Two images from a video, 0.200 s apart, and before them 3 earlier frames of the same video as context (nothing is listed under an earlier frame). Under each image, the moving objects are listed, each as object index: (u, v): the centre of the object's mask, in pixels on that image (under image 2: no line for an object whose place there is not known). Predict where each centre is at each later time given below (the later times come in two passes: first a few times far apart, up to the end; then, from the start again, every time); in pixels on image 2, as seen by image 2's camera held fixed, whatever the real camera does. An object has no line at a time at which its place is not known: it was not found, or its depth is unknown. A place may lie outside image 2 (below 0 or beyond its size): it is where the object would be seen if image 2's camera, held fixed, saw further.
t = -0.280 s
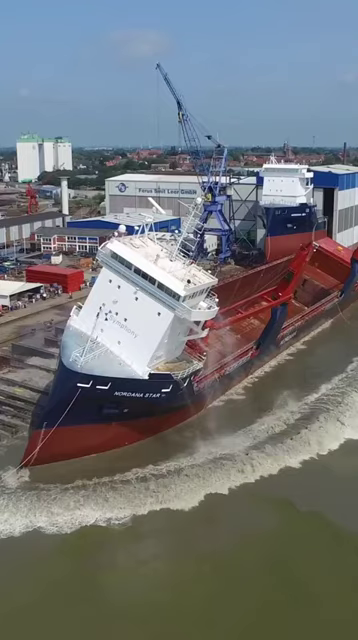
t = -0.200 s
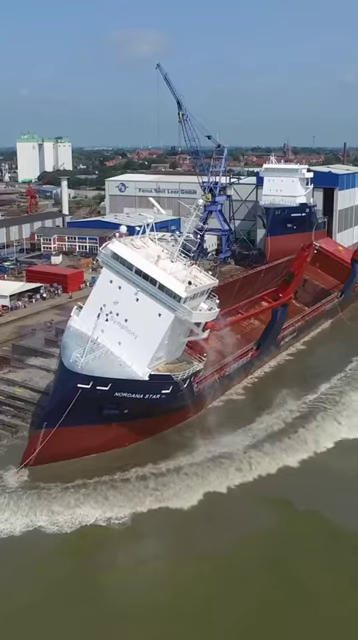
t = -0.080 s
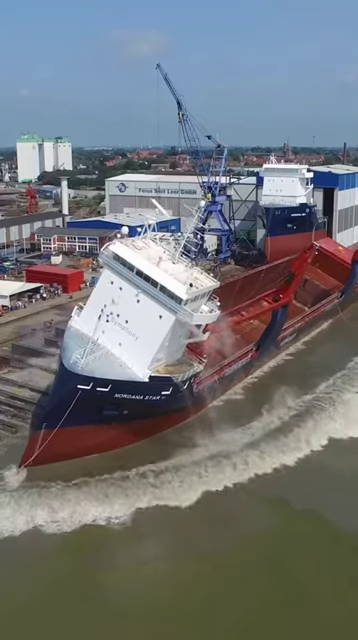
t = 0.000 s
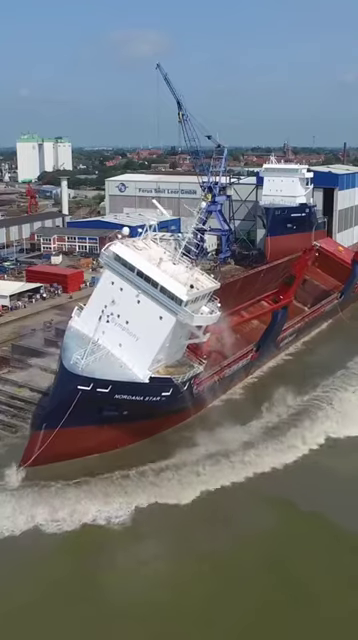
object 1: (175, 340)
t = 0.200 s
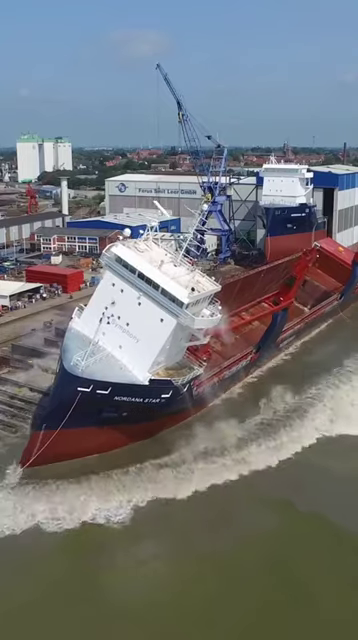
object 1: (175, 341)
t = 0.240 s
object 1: (175, 341)
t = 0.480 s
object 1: (174, 341)
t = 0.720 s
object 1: (174, 340)
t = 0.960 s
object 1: (173, 340)
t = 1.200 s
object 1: (173, 339)
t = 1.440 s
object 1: (171, 337)
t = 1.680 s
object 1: (169, 334)
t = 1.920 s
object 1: (165, 332)
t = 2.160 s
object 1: (160, 330)
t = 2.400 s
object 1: (153, 328)
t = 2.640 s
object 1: (148, 326)
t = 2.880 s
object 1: (141, 323)
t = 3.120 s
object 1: (132, 320)
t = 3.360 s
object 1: (129, 318)
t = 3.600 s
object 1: (125, 315)
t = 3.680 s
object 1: (124, 314)
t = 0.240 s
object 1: (175, 341)
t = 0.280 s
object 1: (175, 341)
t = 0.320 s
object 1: (175, 341)
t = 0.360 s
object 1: (175, 341)
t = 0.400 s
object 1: (174, 341)
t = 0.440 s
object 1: (174, 341)
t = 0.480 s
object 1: (174, 341)
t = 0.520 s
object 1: (174, 341)
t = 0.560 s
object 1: (174, 341)
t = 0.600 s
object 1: (174, 341)
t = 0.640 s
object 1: (174, 341)
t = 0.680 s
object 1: (174, 340)
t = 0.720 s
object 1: (174, 340)
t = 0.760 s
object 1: (174, 340)
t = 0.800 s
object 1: (174, 340)
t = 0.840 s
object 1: (173, 340)
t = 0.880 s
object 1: (173, 340)
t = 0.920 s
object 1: (173, 340)
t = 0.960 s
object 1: (173, 340)
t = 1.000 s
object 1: (173, 339)
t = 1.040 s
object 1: (173, 339)
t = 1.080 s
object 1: (173, 339)
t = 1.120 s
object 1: (173, 339)
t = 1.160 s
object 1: (173, 339)
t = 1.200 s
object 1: (173, 339)
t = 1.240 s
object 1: (172, 338)
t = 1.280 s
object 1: (172, 338)
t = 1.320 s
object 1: (172, 338)
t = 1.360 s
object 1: (172, 338)
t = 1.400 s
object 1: (172, 337)
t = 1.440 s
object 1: (171, 337)
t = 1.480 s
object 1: (171, 336)
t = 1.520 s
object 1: (171, 336)
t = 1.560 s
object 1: (171, 335)
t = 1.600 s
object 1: (170, 335)
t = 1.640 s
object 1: (170, 334)
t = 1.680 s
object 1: (169, 334)
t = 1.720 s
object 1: (169, 334)
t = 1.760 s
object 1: (168, 334)
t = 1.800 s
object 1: (167, 333)
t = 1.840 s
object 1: (166, 333)
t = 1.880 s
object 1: (166, 333)
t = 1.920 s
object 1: (165, 332)
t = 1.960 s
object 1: (165, 332)
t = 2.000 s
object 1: (164, 331)
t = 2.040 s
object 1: (163, 331)
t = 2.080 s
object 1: (162, 331)
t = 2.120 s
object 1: (161, 330)
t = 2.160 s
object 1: (160, 330)
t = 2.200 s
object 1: (159, 330)
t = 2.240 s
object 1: (158, 329)
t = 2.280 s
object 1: (157, 329)
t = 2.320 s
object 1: (156, 329)
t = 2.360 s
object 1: (155, 328)
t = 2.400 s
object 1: (153, 328)
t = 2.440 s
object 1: (152, 327)
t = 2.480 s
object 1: (151, 327)
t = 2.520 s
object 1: (150, 326)
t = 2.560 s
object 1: (149, 326)
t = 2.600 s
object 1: (150, 327)
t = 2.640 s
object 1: (148, 326)
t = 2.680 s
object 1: (147, 325)
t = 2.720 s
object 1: (147, 324)
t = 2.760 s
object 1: (143, 324)
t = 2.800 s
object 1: (141, 323)
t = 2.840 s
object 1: (141, 323)
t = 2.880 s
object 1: (141, 323)
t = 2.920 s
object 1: (137, 322)
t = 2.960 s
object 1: (136, 321)
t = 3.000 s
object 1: (135, 321)
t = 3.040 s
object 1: (134, 321)
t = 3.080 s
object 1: (134, 321)
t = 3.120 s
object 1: (132, 320)
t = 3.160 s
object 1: (132, 319)
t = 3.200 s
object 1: (131, 319)
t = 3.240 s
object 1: (130, 319)
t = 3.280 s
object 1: (130, 318)
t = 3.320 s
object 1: (129, 319)
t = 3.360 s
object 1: (129, 318)
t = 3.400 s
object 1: (128, 318)
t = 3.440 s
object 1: (128, 317)
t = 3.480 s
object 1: (126, 318)
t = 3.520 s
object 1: (126, 317)
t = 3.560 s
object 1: (125, 316)
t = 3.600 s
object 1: (125, 315)
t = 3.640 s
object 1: (125, 315)
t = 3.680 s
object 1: (124, 314)
